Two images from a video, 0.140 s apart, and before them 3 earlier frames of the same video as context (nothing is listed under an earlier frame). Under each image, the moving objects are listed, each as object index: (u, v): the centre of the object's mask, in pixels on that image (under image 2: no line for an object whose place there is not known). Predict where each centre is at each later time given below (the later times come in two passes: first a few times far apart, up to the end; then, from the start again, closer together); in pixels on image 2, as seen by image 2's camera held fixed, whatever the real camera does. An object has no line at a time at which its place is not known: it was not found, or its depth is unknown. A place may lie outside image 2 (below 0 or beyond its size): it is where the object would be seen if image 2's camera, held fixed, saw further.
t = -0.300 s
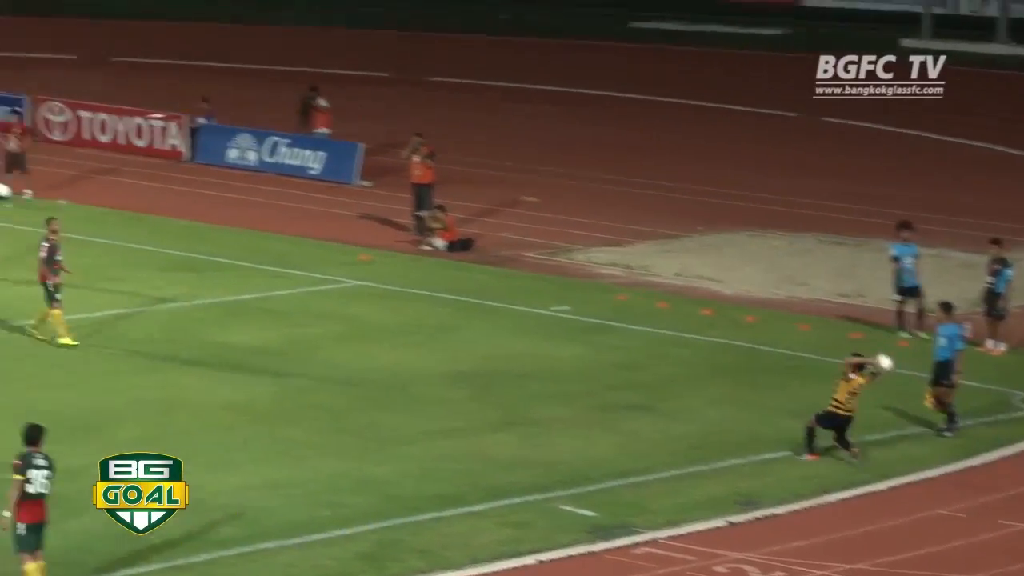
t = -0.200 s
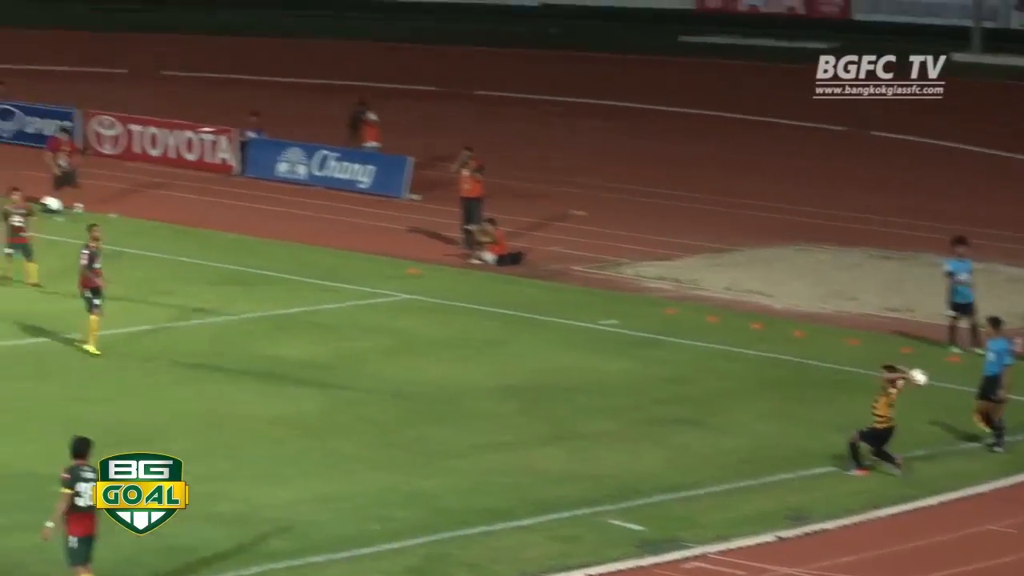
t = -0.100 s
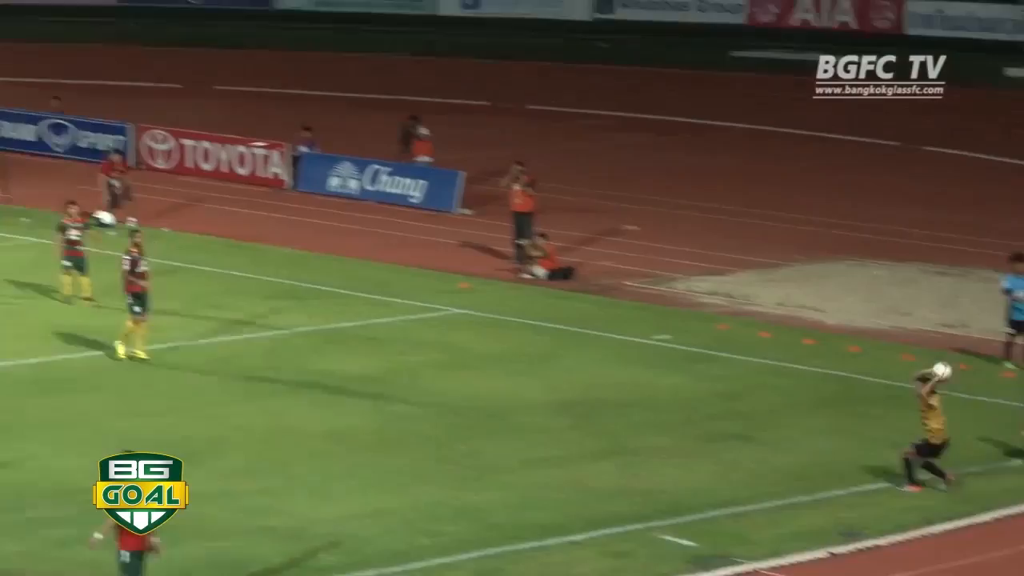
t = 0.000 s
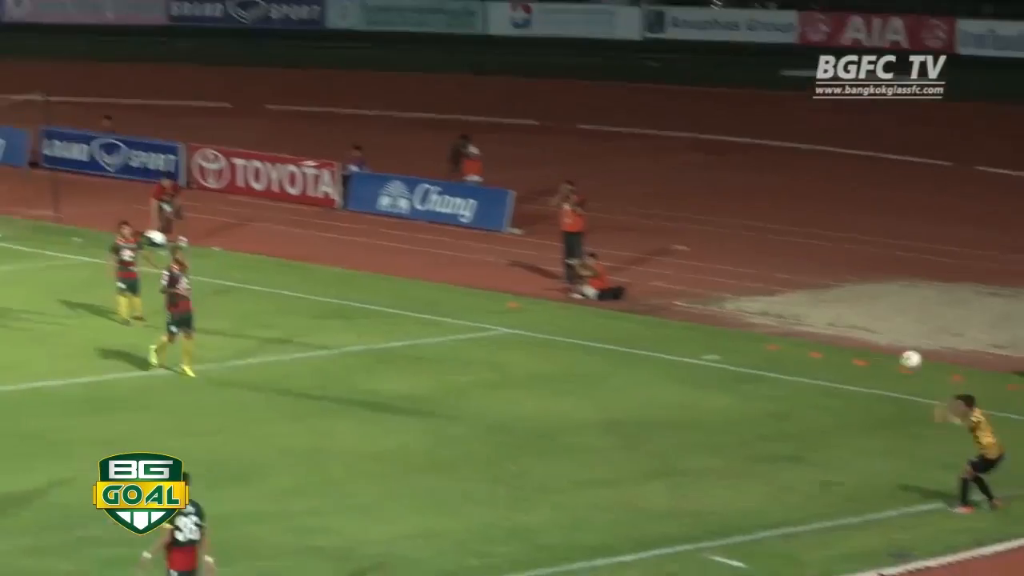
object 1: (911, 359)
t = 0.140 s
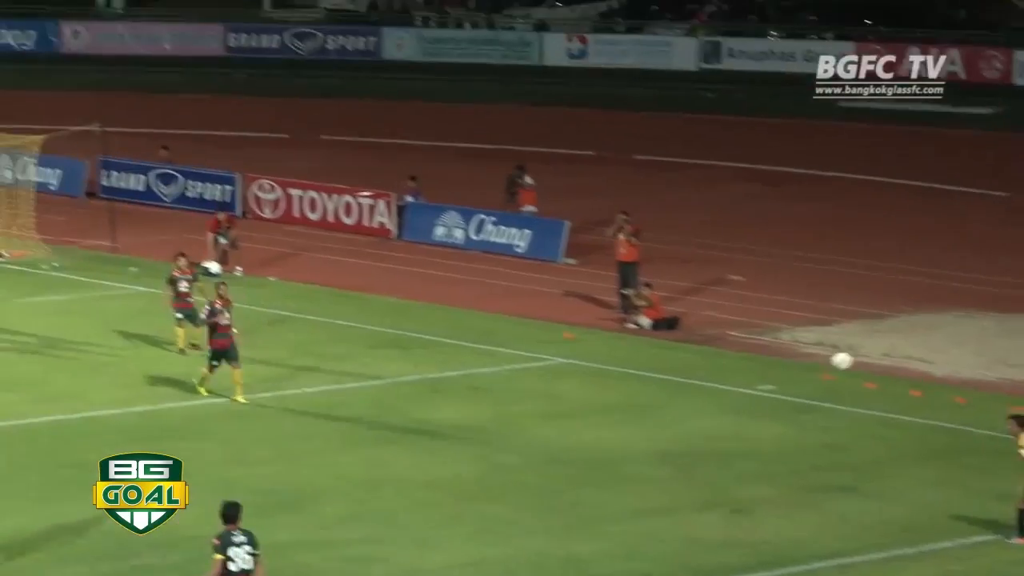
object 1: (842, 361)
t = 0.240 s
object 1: (752, 351)
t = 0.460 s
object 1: (562, 361)
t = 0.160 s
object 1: (823, 358)
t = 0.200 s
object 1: (788, 354)
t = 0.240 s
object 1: (752, 351)
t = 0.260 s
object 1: (735, 350)
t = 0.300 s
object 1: (700, 350)
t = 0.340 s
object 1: (665, 350)
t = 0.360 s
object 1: (648, 351)
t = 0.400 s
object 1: (614, 354)
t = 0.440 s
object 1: (580, 358)
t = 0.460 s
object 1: (562, 361)
